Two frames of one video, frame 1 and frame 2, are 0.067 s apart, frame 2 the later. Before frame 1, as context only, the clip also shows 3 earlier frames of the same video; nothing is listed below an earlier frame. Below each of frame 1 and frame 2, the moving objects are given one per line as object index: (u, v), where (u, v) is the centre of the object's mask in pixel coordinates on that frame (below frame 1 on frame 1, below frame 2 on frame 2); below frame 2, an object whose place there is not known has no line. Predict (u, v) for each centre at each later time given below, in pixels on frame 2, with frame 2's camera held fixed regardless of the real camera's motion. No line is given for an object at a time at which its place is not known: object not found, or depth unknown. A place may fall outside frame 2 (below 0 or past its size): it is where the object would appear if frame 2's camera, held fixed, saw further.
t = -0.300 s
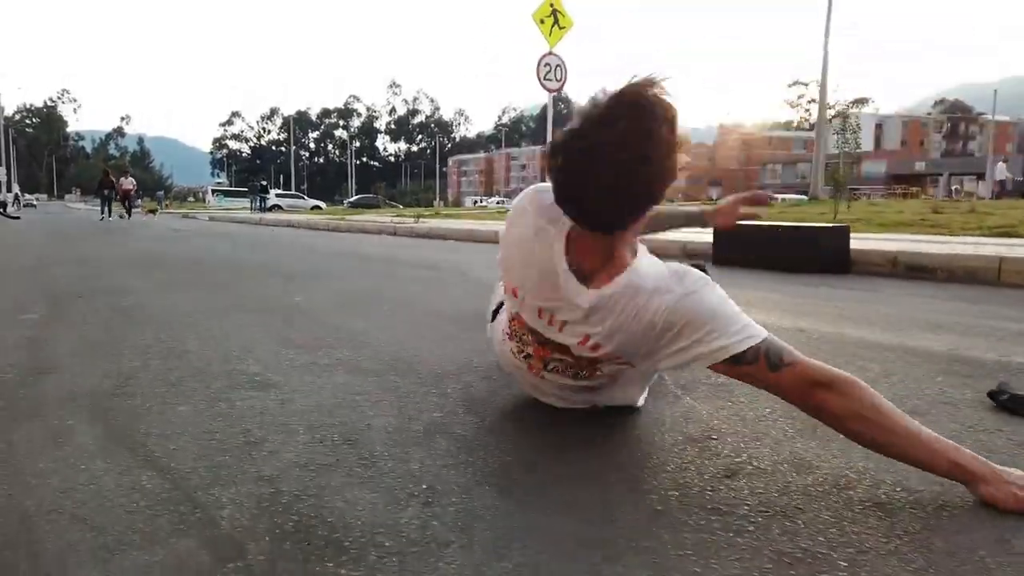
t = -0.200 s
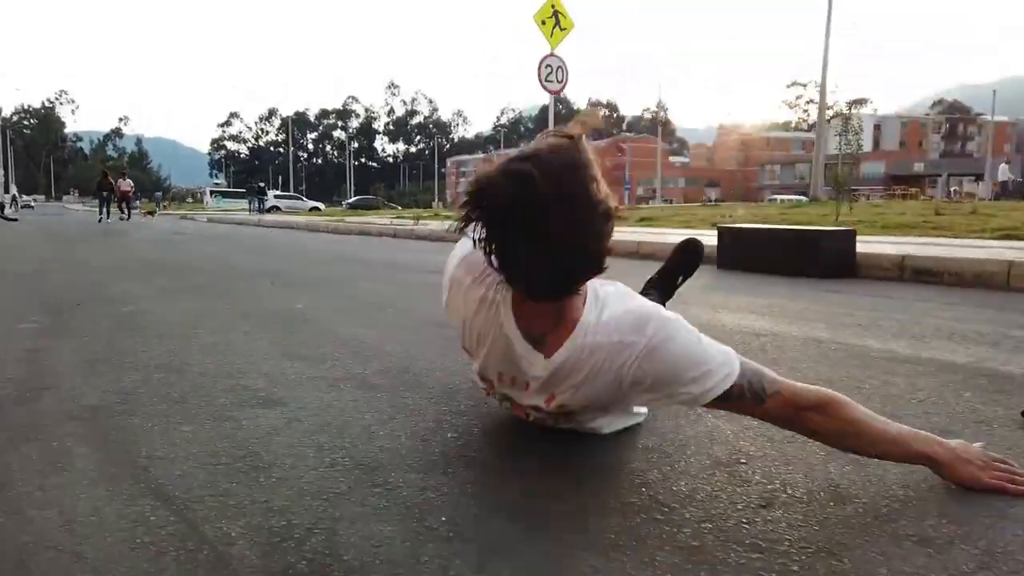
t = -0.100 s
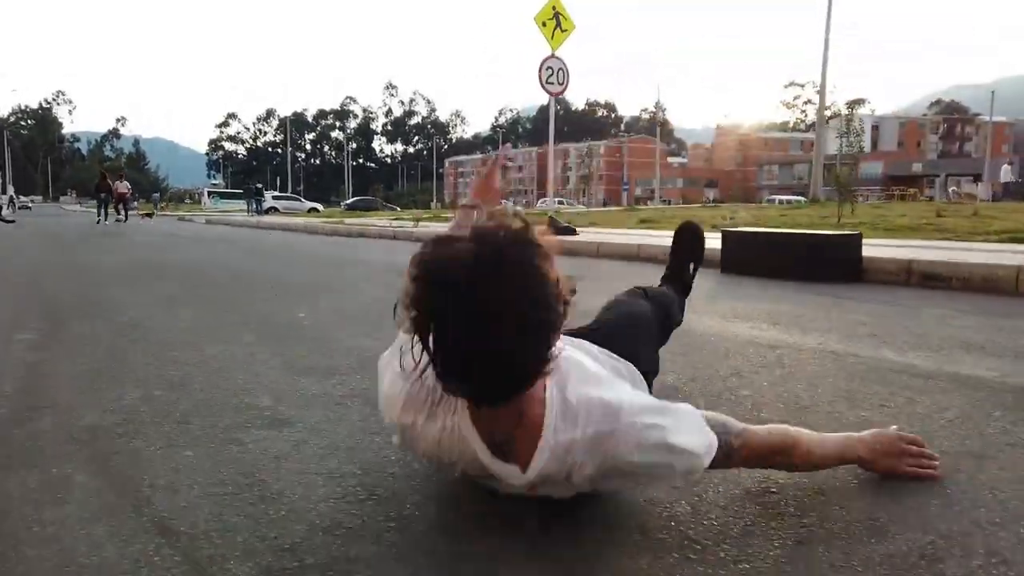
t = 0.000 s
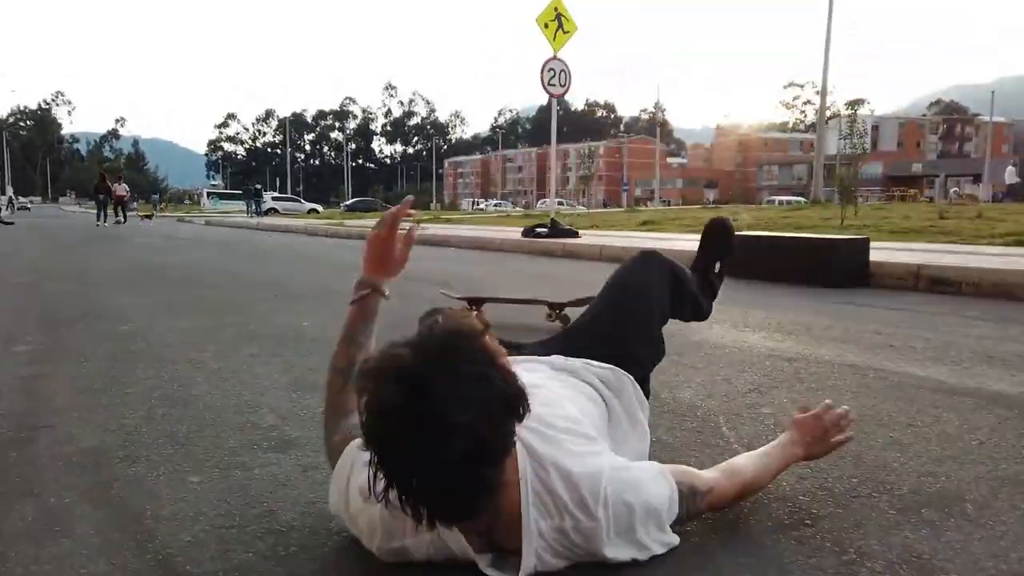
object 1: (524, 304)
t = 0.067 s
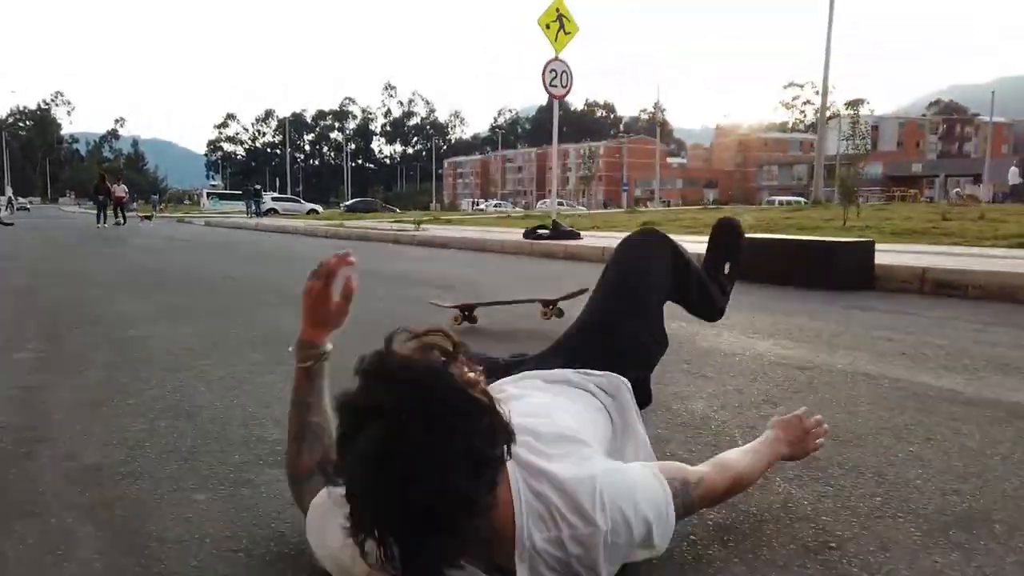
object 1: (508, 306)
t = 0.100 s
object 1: (500, 307)
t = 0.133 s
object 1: (496, 308)
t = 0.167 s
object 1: (487, 310)
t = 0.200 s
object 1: (481, 312)
